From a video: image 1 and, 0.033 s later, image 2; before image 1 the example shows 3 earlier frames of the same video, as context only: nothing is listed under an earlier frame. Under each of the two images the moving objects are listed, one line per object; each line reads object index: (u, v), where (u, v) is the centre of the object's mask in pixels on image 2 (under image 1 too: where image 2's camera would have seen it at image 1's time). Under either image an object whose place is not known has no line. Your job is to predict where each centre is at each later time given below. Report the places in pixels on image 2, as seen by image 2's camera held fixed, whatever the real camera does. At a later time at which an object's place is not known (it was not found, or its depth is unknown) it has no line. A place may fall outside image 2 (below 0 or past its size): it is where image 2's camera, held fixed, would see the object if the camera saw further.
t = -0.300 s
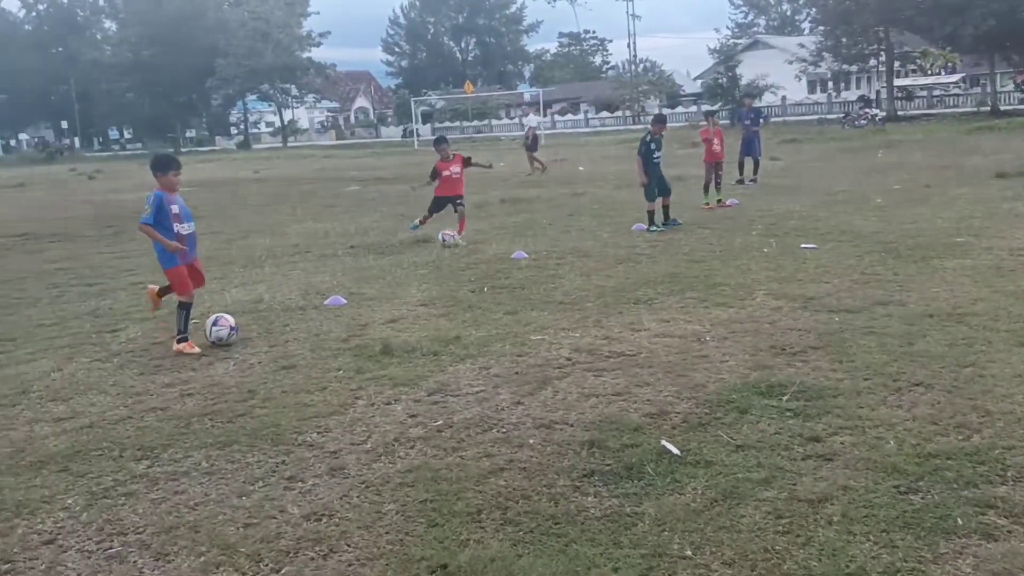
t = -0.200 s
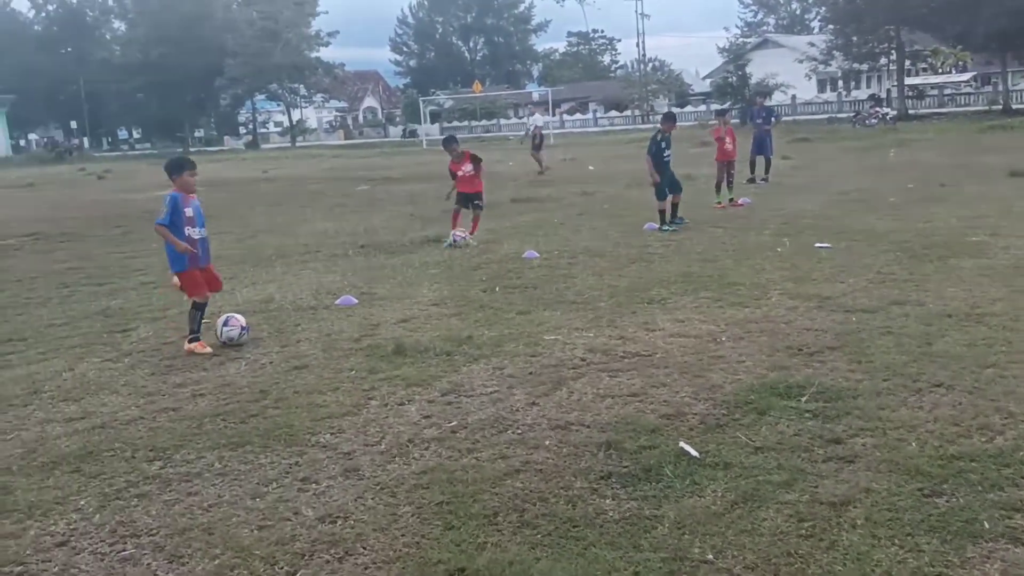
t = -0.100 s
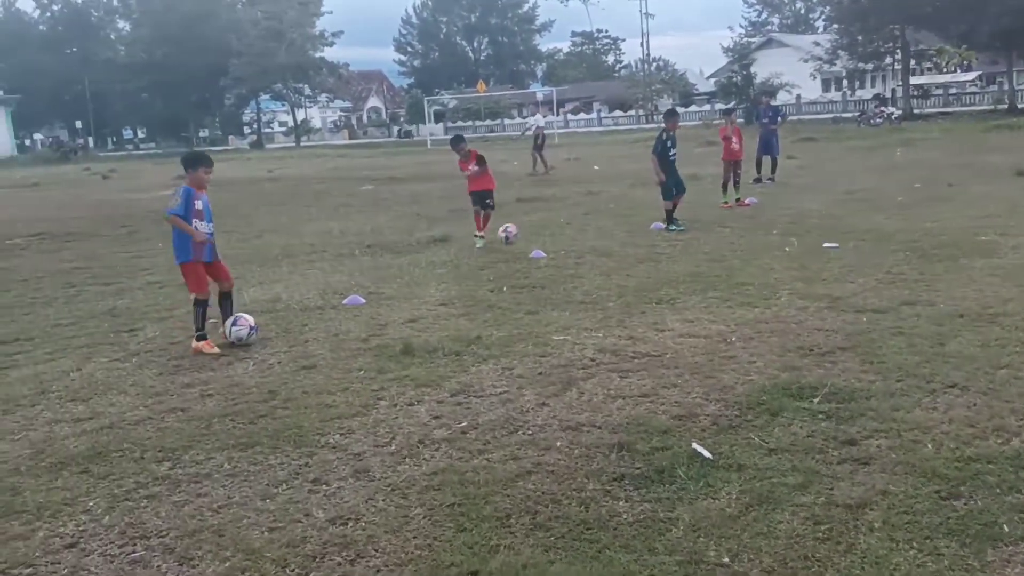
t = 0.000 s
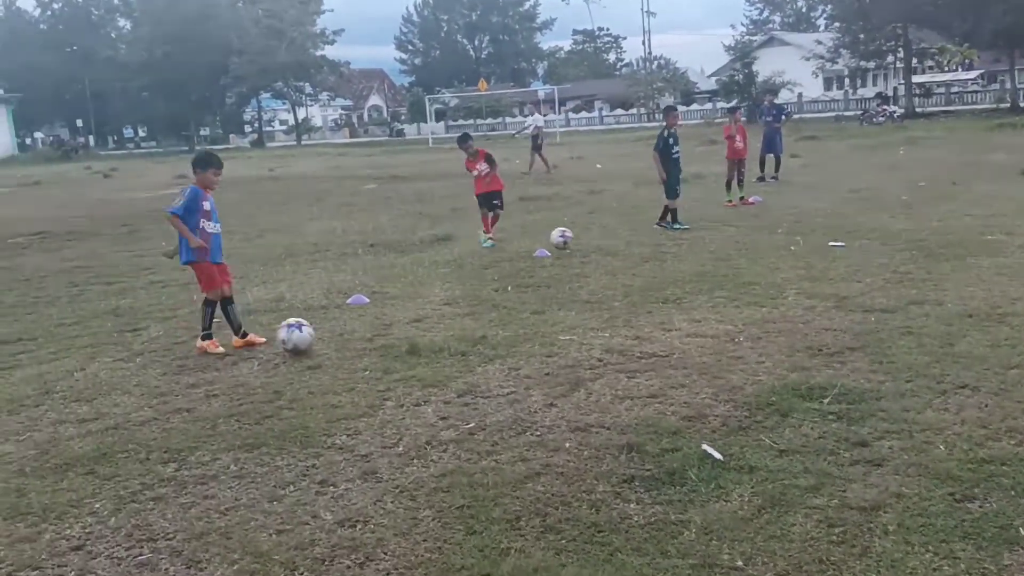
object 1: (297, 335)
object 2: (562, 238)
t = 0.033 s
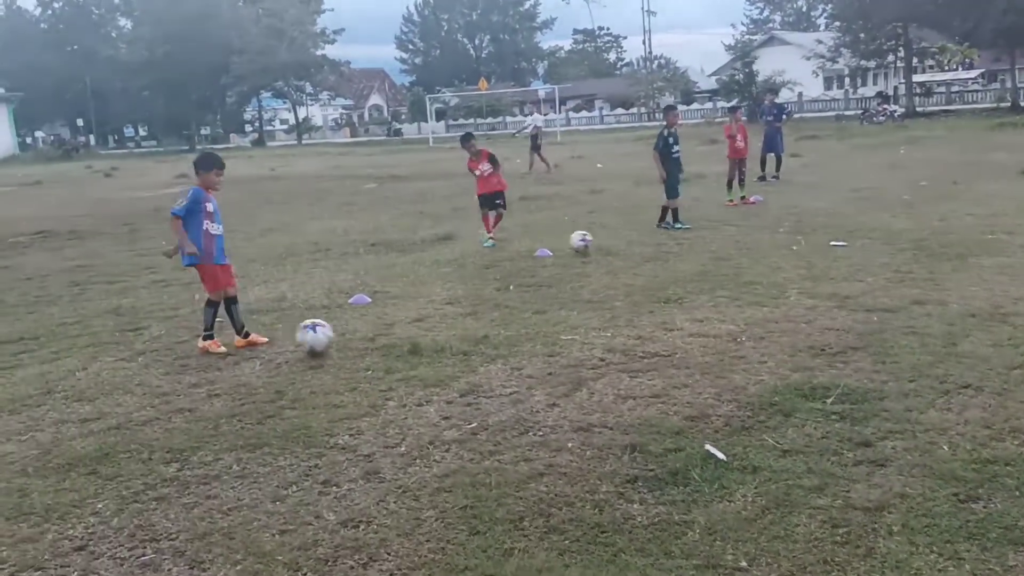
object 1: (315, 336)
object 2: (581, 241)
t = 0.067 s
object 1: (334, 340)
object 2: (599, 245)
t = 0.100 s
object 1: (353, 346)
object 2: (616, 243)
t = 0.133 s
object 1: (370, 349)
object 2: (632, 242)
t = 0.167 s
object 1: (387, 348)
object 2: (650, 242)
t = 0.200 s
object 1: (405, 351)
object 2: (667, 242)
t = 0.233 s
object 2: (685, 245)
